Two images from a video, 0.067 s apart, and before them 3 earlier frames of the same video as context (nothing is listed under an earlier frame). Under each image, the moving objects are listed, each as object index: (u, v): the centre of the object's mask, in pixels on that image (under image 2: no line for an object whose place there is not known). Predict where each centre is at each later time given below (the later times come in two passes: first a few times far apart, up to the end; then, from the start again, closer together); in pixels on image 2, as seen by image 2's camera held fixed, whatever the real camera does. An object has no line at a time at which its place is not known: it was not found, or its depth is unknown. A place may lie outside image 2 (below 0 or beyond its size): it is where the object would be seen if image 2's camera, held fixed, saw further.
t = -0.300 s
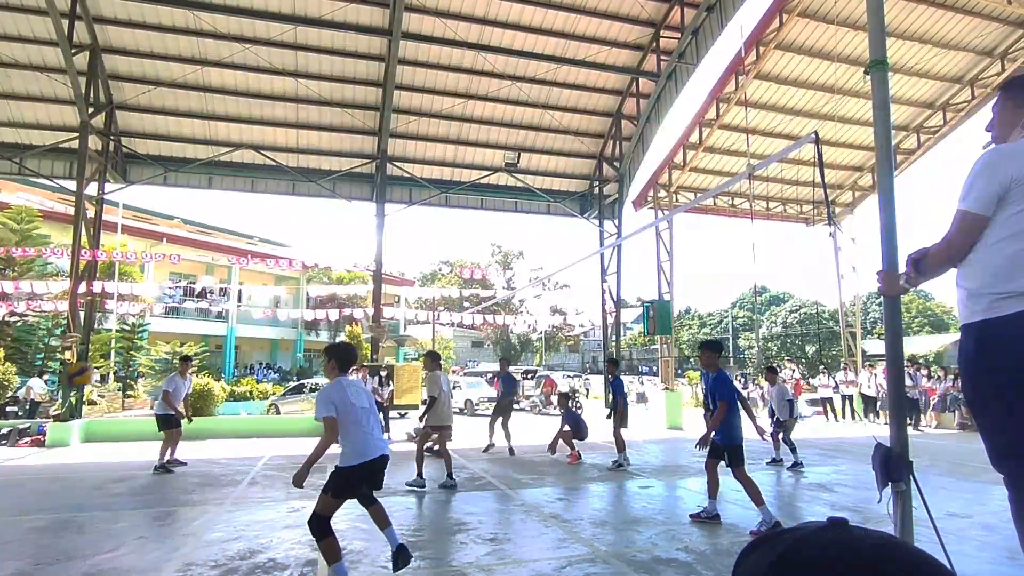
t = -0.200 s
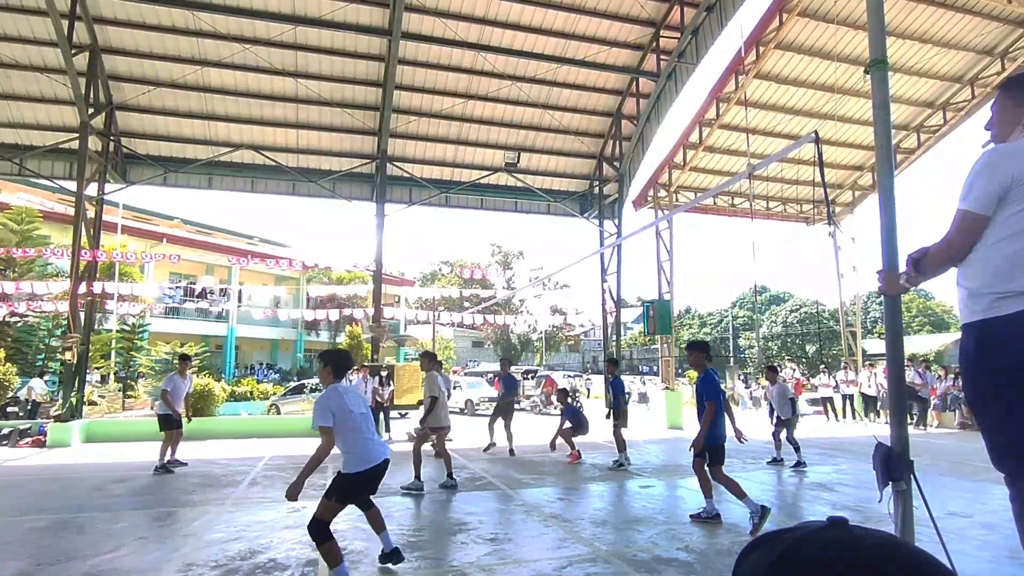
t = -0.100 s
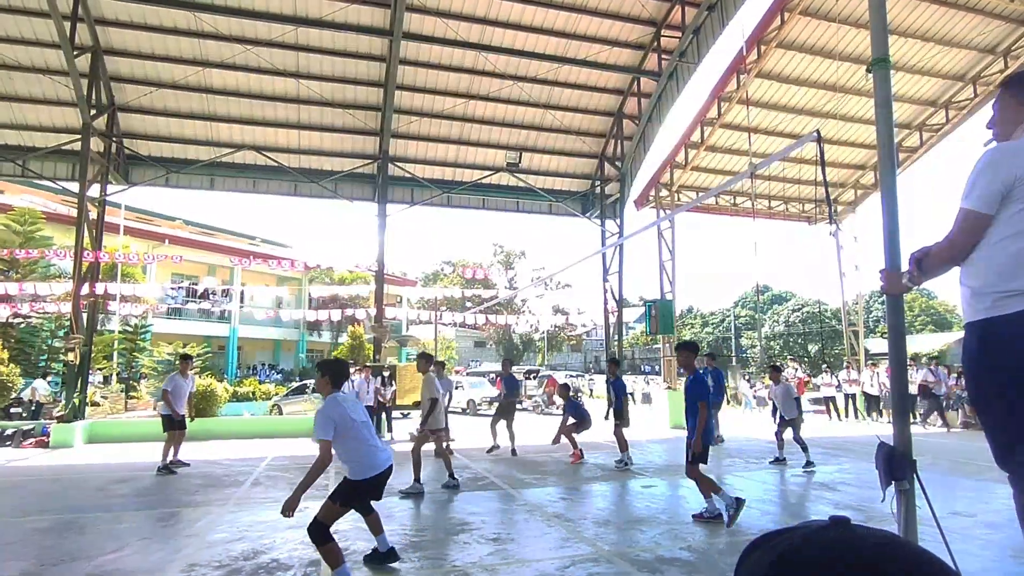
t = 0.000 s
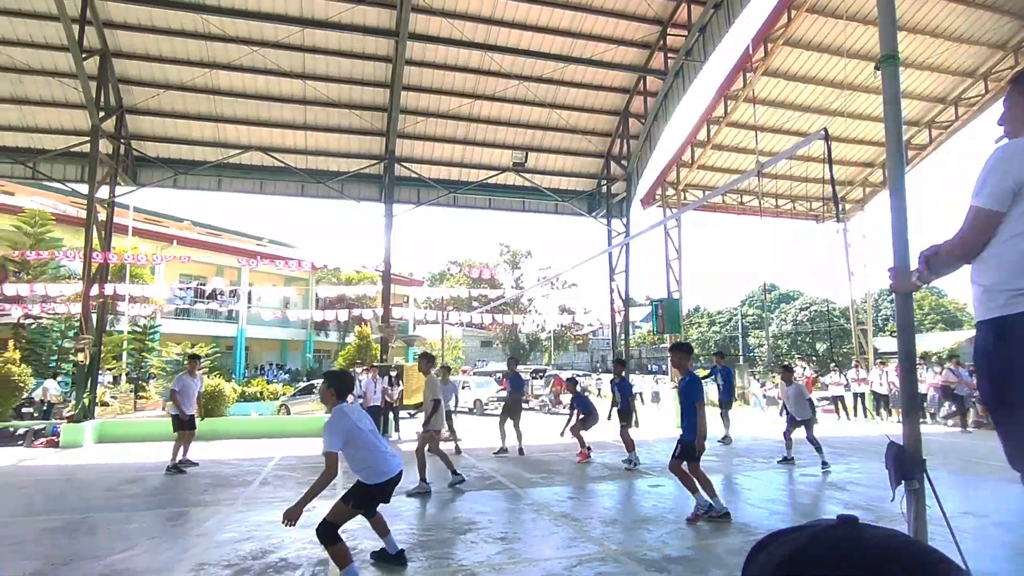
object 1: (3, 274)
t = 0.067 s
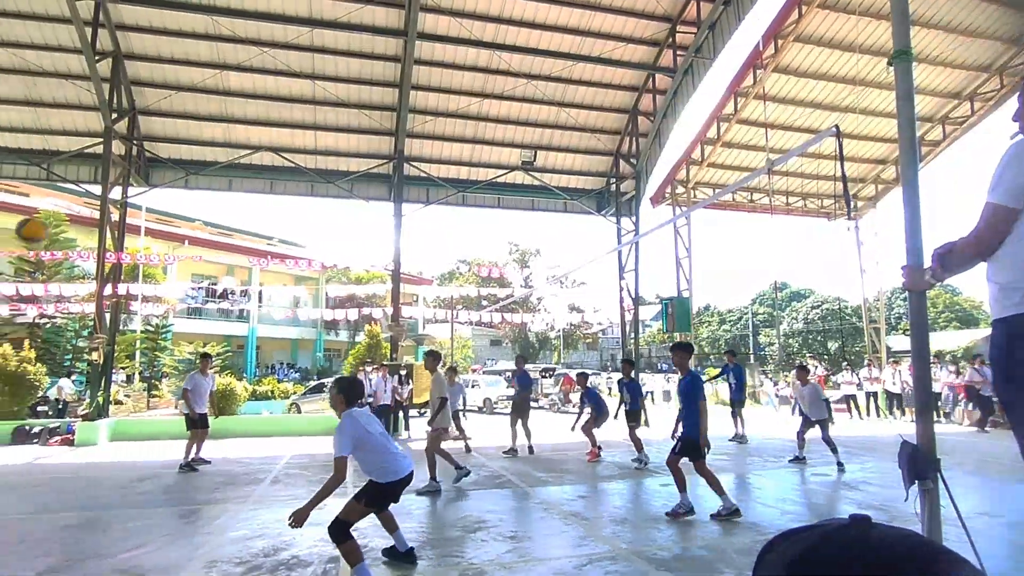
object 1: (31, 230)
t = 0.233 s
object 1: (78, 153)
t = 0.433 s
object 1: (123, 109)
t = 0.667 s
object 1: (163, 112)
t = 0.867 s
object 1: (192, 158)
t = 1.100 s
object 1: (221, 256)
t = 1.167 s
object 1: (229, 294)
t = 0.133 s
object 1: (52, 195)
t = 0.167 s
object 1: (61, 178)
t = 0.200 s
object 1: (70, 166)
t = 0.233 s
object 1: (78, 153)
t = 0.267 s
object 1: (87, 143)
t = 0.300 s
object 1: (95, 134)
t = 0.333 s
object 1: (102, 126)
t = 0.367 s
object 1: (109, 119)
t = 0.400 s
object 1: (119, 114)
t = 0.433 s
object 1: (123, 109)
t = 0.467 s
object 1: (129, 107)
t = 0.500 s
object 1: (135, 105)
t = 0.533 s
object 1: (142, 104)
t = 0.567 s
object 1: (147, 105)
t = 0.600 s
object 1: (153, 106)
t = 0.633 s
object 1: (158, 109)
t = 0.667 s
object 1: (163, 112)
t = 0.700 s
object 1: (167, 116)
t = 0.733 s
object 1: (174, 123)
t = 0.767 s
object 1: (179, 129)
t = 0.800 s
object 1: (183, 138)
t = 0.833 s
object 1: (188, 147)
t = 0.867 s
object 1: (192, 158)
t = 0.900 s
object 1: (196, 167)
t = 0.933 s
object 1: (202, 179)
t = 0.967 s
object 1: (206, 191)
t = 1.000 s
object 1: (209, 208)
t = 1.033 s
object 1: (213, 223)
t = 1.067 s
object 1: (218, 239)
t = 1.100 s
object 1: (221, 256)
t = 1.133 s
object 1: (225, 274)
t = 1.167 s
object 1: (229, 294)
